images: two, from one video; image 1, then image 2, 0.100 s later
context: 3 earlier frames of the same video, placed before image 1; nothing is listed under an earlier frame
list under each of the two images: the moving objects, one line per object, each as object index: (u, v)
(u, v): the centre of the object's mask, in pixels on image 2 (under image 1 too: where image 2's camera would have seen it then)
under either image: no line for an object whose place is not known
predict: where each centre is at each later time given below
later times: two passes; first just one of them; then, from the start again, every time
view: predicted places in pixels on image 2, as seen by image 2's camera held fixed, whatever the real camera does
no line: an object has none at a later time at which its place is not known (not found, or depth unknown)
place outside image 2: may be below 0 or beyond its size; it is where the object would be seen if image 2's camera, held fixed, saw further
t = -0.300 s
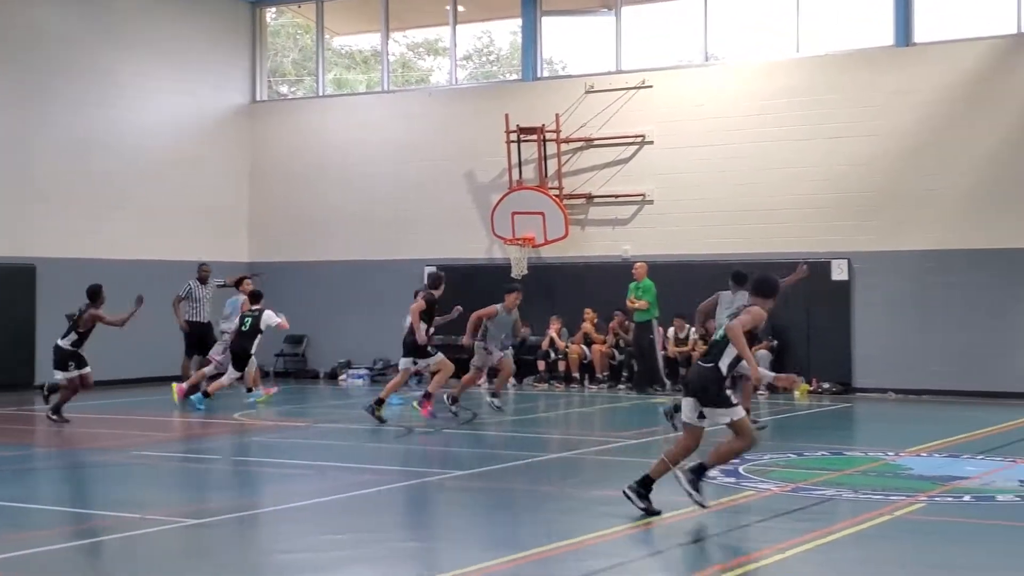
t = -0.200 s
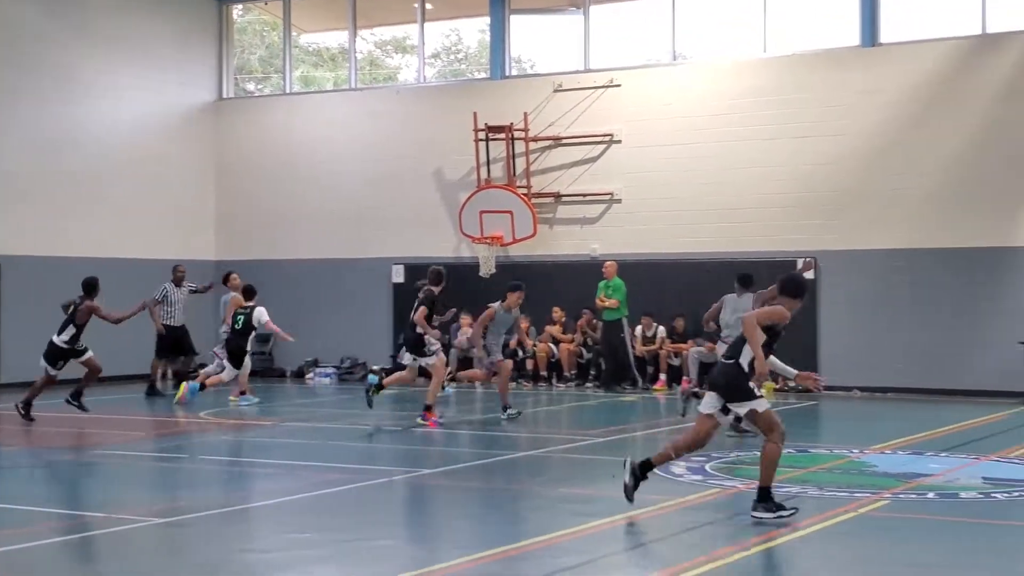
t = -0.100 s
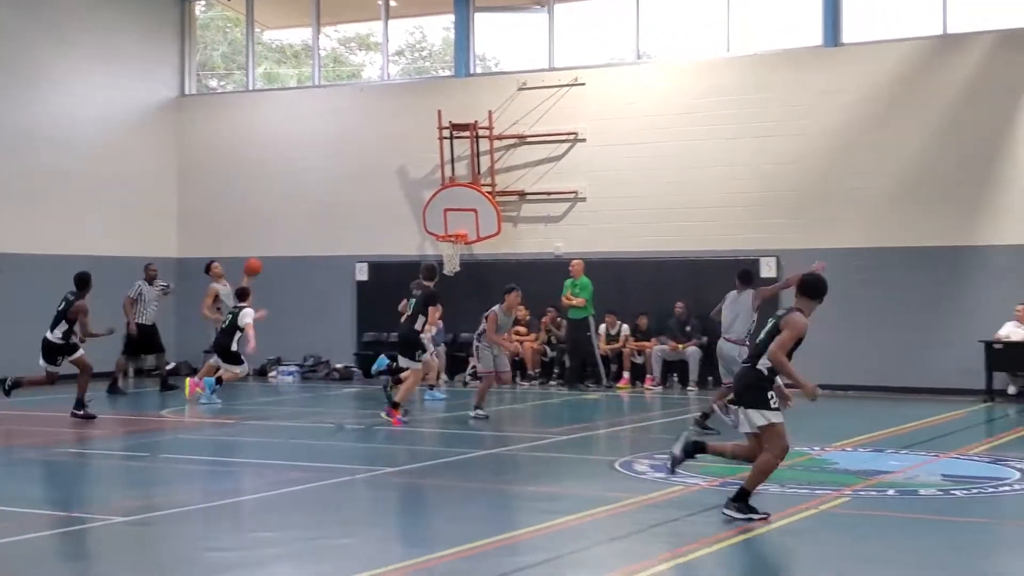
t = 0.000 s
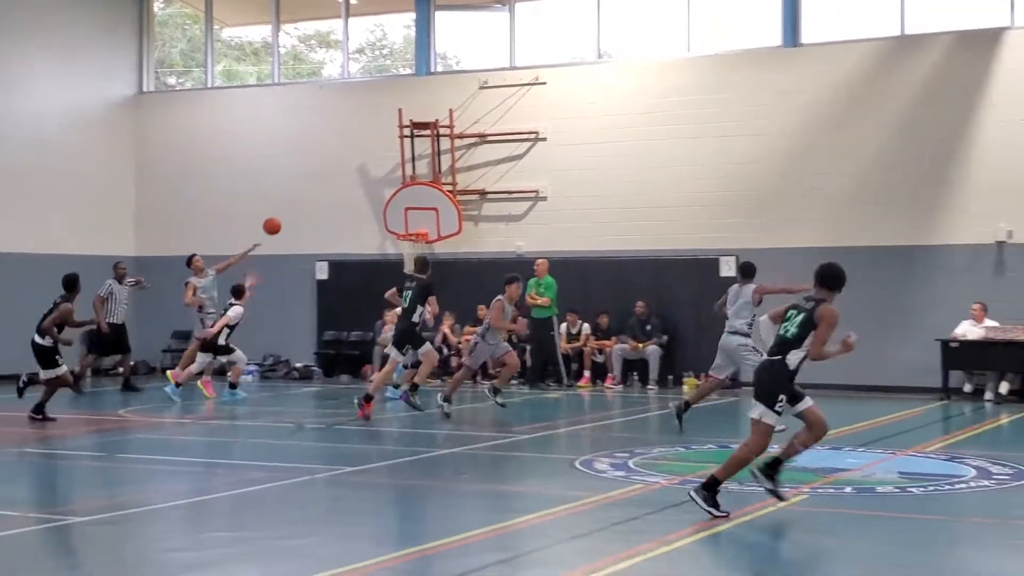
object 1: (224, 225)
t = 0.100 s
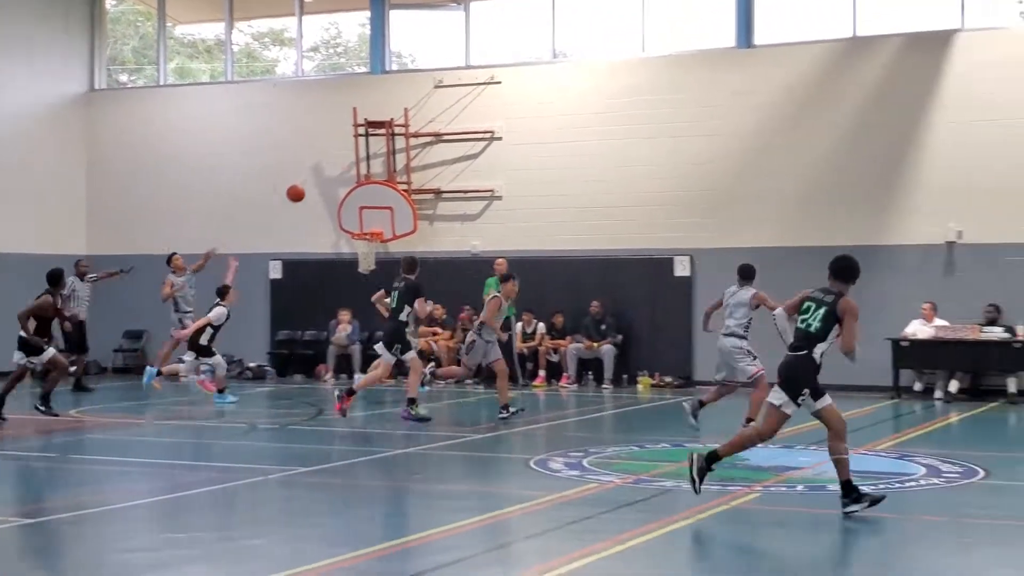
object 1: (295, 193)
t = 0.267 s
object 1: (415, 154)
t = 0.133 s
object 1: (319, 184)
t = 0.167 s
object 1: (342, 176)
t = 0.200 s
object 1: (367, 168)
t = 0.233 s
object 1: (391, 161)
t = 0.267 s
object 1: (415, 154)
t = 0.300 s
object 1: (439, 148)
